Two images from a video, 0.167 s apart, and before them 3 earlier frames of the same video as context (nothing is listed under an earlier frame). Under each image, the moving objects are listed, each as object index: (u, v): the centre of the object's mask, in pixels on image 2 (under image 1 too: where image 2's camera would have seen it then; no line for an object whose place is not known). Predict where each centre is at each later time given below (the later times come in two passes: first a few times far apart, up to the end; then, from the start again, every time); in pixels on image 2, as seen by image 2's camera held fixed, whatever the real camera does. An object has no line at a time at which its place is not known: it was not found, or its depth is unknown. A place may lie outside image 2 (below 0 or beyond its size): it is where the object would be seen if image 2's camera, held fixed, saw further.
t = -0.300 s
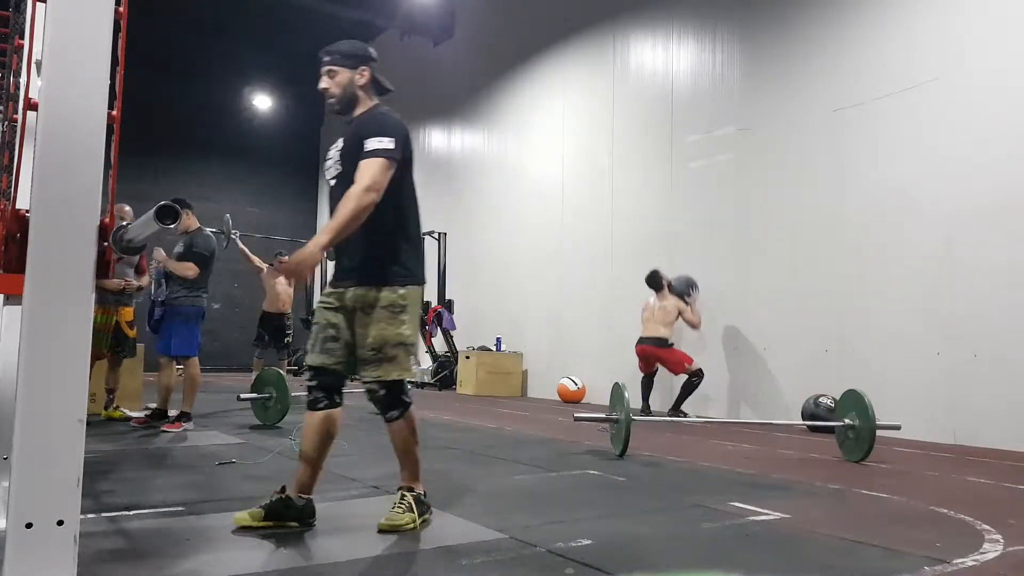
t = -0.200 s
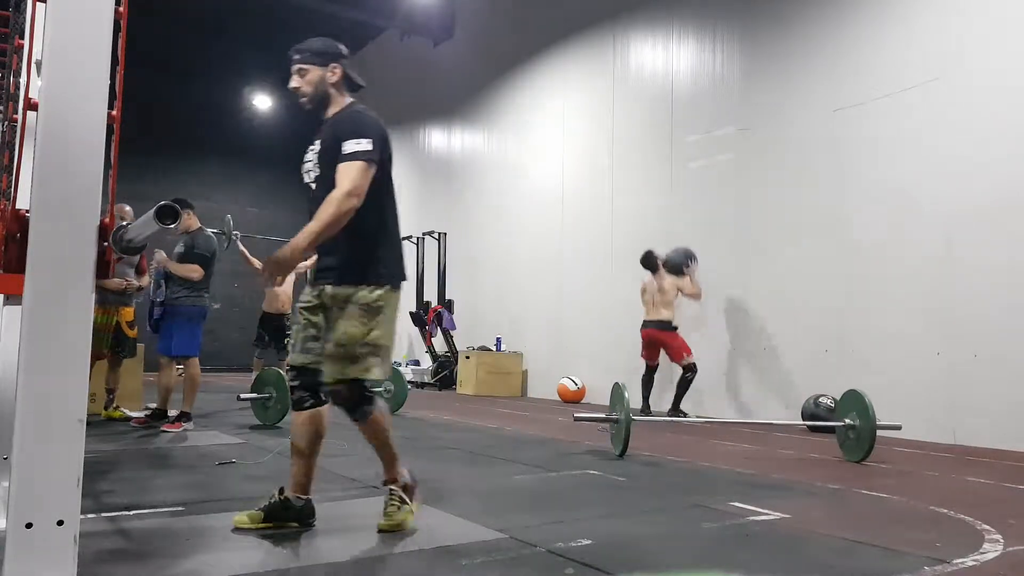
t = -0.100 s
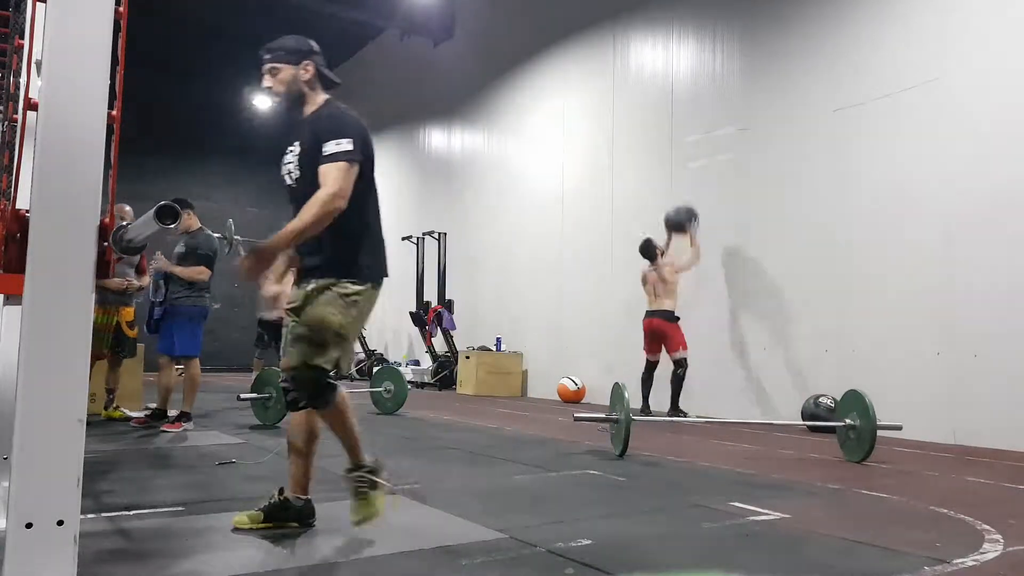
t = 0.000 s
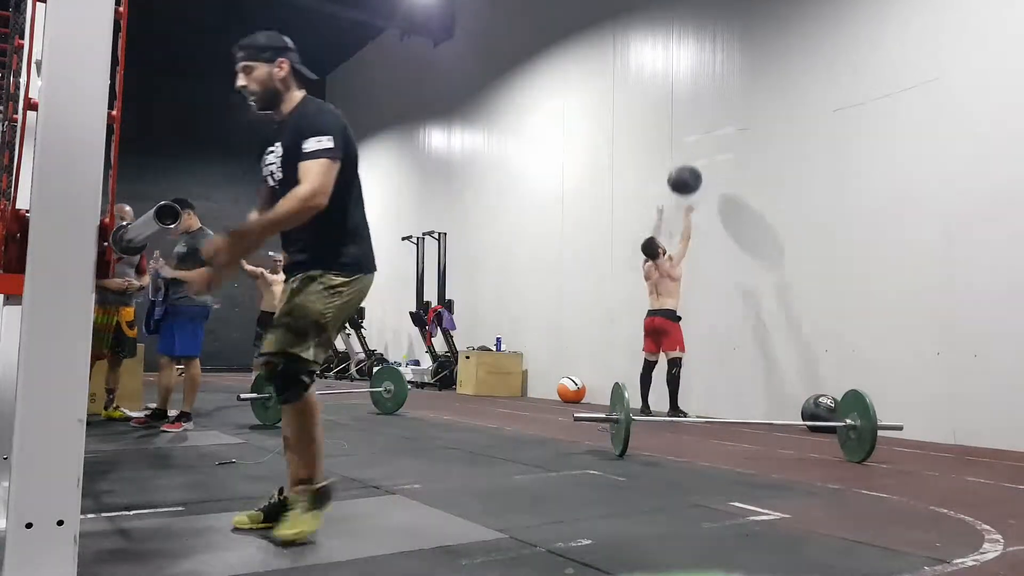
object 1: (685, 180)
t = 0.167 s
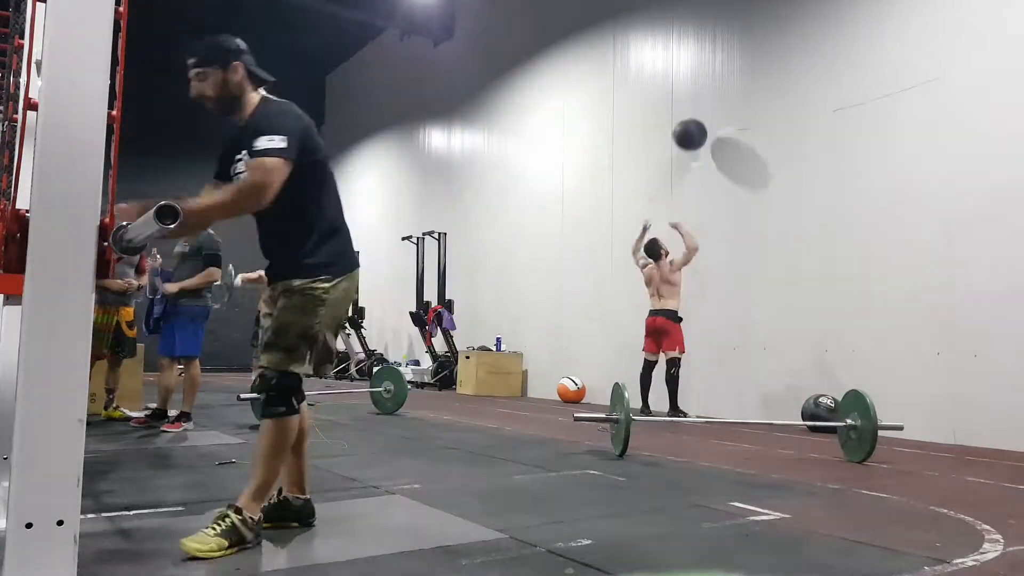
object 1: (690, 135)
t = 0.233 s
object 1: (692, 123)
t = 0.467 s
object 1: (697, 113)
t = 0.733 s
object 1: (693, 154)
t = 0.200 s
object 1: (691, 128)
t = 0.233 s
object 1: (692, 123)
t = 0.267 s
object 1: (693, 119)
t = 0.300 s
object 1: (694, 116)
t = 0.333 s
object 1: (695, 114)
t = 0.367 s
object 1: (696, 113)
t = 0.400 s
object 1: (697, 112)
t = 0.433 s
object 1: (697, 112)
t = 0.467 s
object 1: (697, 113)
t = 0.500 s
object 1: (697, 115)
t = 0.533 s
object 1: (696, 117)
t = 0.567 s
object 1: (696, 121)
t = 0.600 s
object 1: (695, 125)
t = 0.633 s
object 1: (695, 131)
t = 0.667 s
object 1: (694, 138)
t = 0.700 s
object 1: (694, 145)
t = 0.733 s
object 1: (693, 154)
